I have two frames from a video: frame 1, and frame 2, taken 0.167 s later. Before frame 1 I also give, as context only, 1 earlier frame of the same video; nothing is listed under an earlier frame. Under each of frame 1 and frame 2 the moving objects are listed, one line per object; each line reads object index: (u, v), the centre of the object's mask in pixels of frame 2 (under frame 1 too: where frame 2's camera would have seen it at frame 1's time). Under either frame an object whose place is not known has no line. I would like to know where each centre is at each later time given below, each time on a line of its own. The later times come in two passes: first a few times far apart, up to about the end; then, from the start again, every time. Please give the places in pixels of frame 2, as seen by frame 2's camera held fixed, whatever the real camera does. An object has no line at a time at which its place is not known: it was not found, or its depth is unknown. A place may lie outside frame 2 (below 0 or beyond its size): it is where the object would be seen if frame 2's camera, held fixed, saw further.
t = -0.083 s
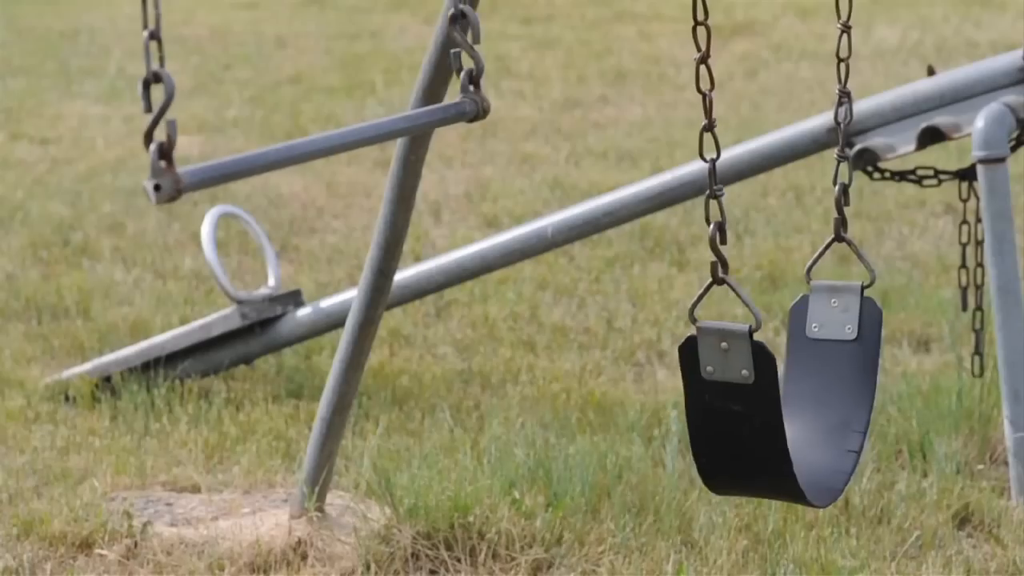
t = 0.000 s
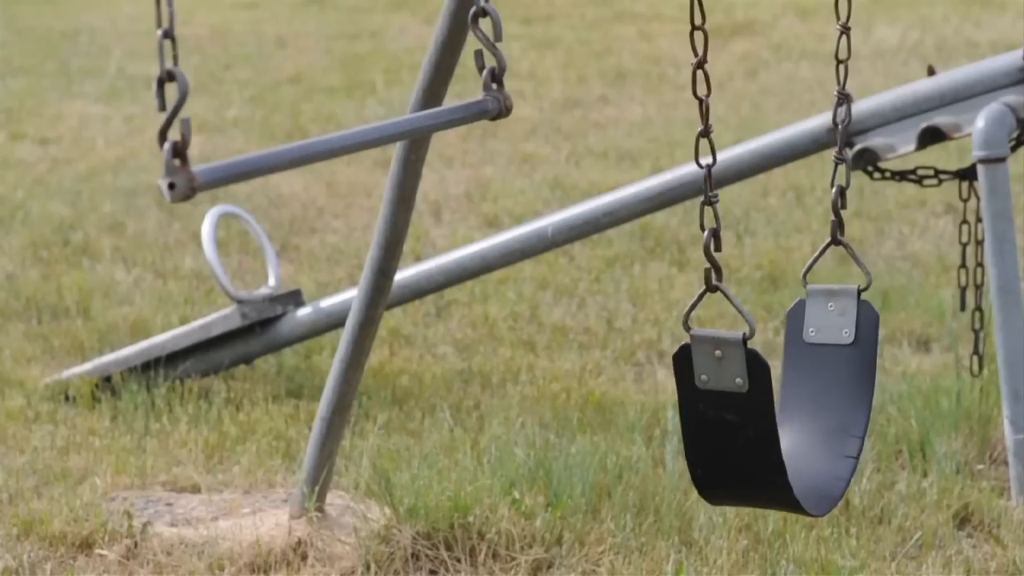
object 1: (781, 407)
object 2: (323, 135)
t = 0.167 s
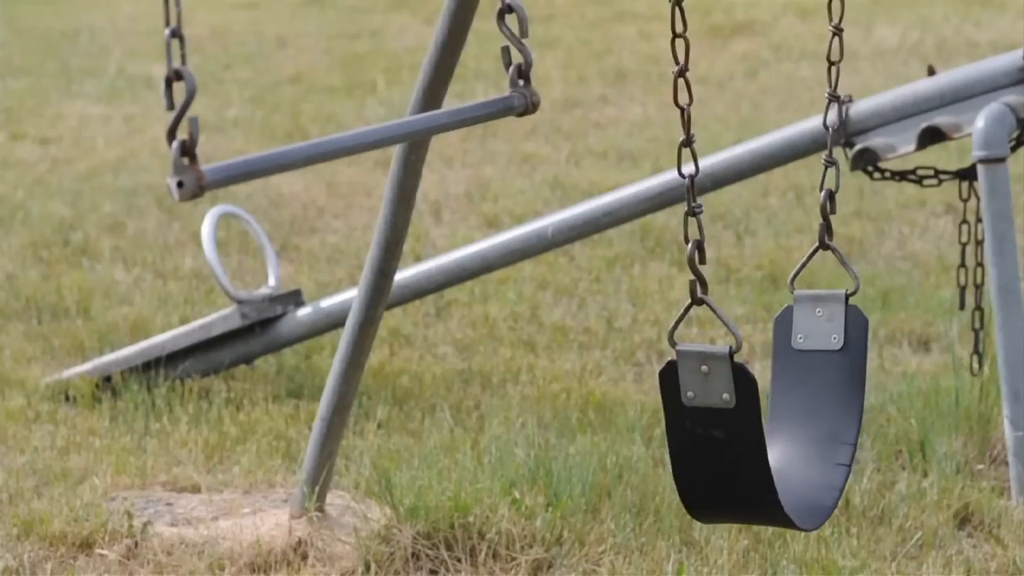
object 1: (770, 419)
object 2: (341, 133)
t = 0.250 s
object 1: (764, 424)
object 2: (334, 133)
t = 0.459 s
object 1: (743, 430)
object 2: (299, 131)
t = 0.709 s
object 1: (706, 429)
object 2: (209, 129)
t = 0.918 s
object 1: (690, 420)
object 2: (191, 110)
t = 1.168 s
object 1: (693, 404)
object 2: (151, 96)
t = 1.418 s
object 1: (712, 384)
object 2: (146, 98)
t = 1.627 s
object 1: (726, 371)
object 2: (165, 111)
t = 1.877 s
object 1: (749, 367)
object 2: (169, 139)
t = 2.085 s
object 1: (775, 375)
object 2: (248, 140)
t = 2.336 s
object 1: (783, 394)
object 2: (318, 136)
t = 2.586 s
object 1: (768, 413)
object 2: (325, 133)
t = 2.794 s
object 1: (749, 424)
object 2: (285, 131)
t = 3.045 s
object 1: (731, 428)
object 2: (200, 129)
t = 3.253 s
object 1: (710, 427)
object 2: (184, 108)
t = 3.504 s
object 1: (689, 417)
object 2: (143, 94)
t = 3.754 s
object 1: (692, 401)
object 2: (140, 98)
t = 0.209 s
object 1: (767, 422)
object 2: (338, 133)
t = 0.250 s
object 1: (764, 424)
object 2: (334, 133)
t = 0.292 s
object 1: (761, 426)
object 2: (332, 132)
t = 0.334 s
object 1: (758, 428)
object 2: (326, 132)
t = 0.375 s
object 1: (753, 429)
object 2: (320, 131)
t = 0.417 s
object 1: (748, 430)
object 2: (307, 132)
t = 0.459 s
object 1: (743, 430)
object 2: (299, 131)
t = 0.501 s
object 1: (737, 430)
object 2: (289, 130)
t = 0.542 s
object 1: (731, 430)
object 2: (270, 131)
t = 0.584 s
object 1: (725, 430)
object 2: (257, 131)
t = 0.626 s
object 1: (717, 430)
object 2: (240, 130)
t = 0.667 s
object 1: (711, 429)
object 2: (226, 130)
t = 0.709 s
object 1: (706, 429)
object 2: (209, 129)
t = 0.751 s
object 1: (701, 427)
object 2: (194, 128)
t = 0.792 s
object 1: (698, 425)
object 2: (180, 126)
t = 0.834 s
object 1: (694, 425)
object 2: (166, 126)
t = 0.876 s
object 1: (692, 422)
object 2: (192, 115)
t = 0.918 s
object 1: (690, 420)
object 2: (191, 110)
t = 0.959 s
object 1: (689, 418)
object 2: (185, 107)
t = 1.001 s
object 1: (688, 415)
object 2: (177, 105)
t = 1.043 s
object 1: (688, 413)
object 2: (170, 102)
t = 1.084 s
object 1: (689, 410)
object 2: (162, 100)
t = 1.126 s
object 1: (691, 407)
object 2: (157, 98)
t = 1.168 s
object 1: (693, 404)
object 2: (151, 96)
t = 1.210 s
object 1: (696, 401)
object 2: (147, 94)
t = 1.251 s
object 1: (699, 397)
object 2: (143, 94)
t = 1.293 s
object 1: (702, 394)
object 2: (142, 94)
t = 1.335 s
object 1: (705, 390)
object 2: (143, 94)
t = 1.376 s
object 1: (709, 387)
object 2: (142, 96)
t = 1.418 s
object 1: (712, 384)
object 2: (146, 98)
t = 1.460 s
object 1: (714, 381)
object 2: (147, 100)
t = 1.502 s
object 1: (717, 378)
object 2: (152, 102)
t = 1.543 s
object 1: (720, 375)
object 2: (154, 106)
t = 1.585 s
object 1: (723, 373)
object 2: (161, 107)
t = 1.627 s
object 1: (726, 371)
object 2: (165, 111)
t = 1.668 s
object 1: (729, 369)
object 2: (173, 114)
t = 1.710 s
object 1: (733, 368)
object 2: (180, 117)
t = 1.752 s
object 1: (737, 367)
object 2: (181, 122)
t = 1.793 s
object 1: (741, 366)
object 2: (165, 131)
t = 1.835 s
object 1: (745, 367)
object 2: (154, 139)
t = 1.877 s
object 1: (749, 367)
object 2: (169, 139)
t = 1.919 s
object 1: (755, 369)
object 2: (187, 140)
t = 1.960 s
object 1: (762, 370)
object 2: (206, 139)
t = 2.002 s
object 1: (766, 371)
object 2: (220, 139)
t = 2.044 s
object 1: (771, 374)
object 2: (234, 140)
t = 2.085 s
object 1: (775, 375)
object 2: (248, 140)
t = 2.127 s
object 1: (779, 378)
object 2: (264, 139)
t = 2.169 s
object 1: (782, 380)
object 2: (280, 138)
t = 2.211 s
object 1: (783, 383)
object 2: (293, 138)
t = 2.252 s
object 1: (784, 388)
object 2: (303, 137)
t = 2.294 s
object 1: (784, 391)
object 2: (310, 137)
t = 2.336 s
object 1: (783, 394)
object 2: (318, 136)
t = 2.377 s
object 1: (782, 397)
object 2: (326, 134)
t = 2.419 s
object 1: (779, 401)
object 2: (328, 134)
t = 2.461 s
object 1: (777, 404)
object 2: (331, 133)
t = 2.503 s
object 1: (774, 407)
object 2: (329, 134)
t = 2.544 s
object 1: (771, 410)
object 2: (330, 133)
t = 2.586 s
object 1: (768, 413)
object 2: (325, 133)
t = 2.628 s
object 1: (764, 415)
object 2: (321, 132)
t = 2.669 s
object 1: (760, 418)
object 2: (313, 132)
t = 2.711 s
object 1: (756, 419)
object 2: (307, 131)
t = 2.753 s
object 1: (753, 422)
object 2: (297, 132)
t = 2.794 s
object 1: (749, 424)
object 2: (285, 131)
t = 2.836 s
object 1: (746, 425)
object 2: (275, 131)
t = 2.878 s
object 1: (743, 426)
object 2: (259, 131)
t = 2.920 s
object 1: (740, 427)
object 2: (244, 131)
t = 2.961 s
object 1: (737, 428)
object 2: (233, 130)
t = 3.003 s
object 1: (734, 428)
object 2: (215, 130)
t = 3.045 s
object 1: (731, 428)
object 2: (200, 129)
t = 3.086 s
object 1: (727, 428)
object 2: (188, 127)
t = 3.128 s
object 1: (723, 428)
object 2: (170, 126)
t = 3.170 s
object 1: (719, 428)
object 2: (158, 125)
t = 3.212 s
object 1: (715, 428)
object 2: (169, 117)
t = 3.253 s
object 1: (710, 427)
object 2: (184, 108)
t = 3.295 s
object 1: (706, 425)
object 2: (177, 105)
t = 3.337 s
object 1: (702, 425)
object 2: (168, 102)
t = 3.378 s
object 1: (698, 423)
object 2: (162, 100)
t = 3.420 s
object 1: (694, 421)
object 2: (155, 98)
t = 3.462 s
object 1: (692, 420)
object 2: (147, 97)
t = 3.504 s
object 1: (689, 417)
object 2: (143, 94)
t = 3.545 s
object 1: (689, 415)
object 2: (137, 94)
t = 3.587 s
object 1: (688, 414)
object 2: (137, 93)
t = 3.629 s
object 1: (689, 411)
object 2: (137, 93)
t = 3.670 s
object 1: (690, 407)
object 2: (137, 94)
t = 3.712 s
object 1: (690, 406)
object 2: (137, 95)
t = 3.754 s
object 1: (692, 401)
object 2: (140, 98)
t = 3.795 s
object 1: (694, 399)
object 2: (144, 100)
